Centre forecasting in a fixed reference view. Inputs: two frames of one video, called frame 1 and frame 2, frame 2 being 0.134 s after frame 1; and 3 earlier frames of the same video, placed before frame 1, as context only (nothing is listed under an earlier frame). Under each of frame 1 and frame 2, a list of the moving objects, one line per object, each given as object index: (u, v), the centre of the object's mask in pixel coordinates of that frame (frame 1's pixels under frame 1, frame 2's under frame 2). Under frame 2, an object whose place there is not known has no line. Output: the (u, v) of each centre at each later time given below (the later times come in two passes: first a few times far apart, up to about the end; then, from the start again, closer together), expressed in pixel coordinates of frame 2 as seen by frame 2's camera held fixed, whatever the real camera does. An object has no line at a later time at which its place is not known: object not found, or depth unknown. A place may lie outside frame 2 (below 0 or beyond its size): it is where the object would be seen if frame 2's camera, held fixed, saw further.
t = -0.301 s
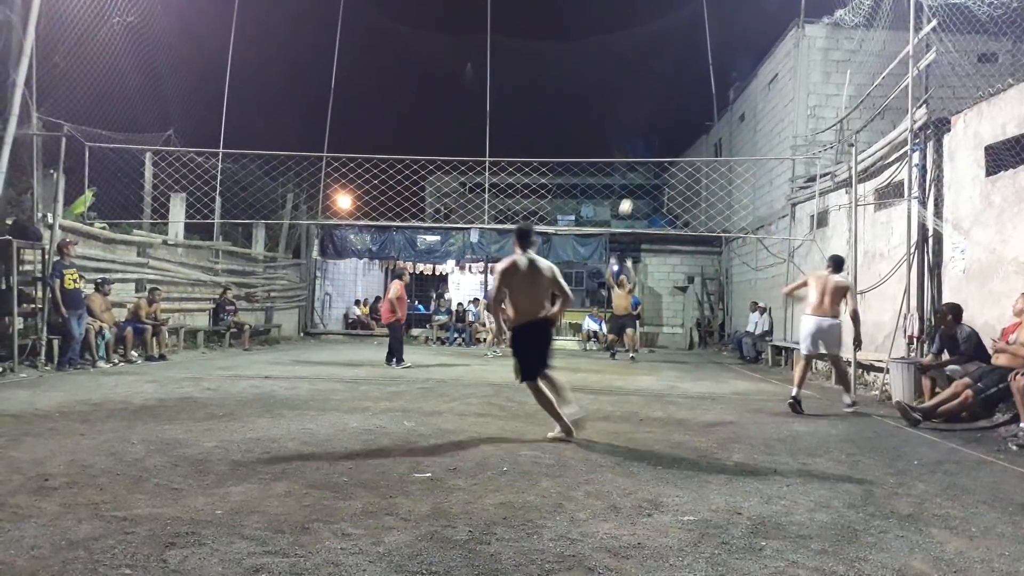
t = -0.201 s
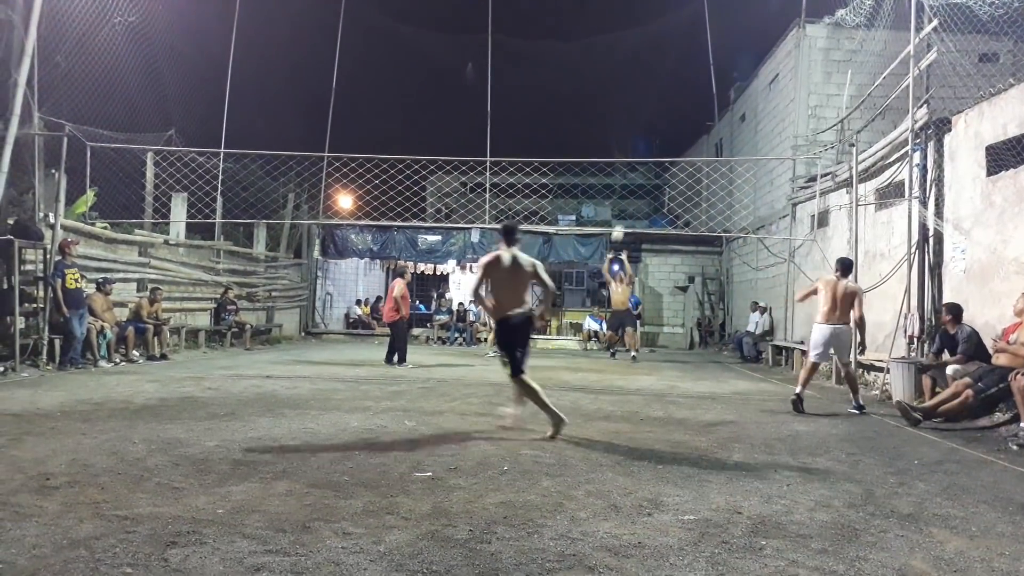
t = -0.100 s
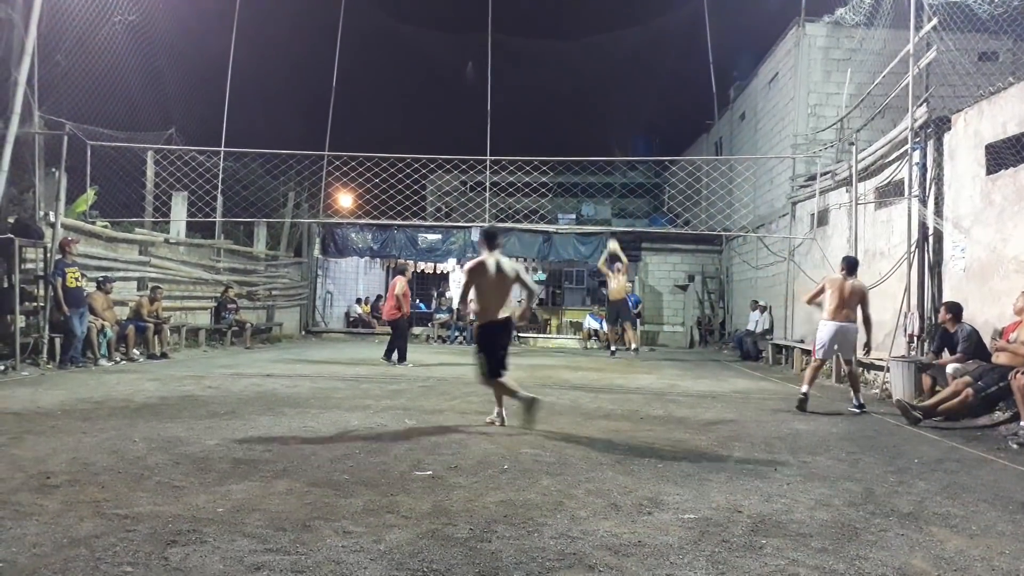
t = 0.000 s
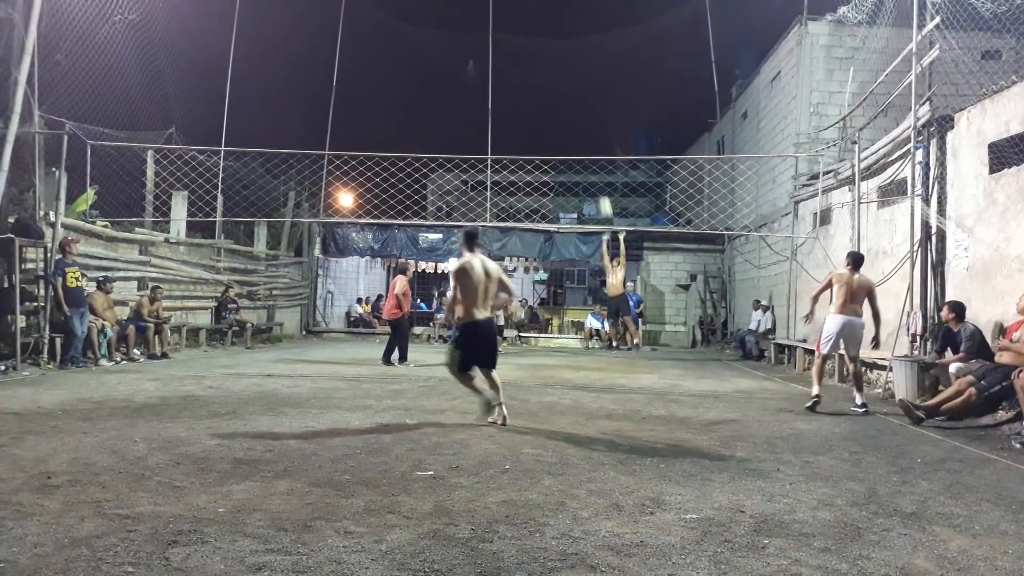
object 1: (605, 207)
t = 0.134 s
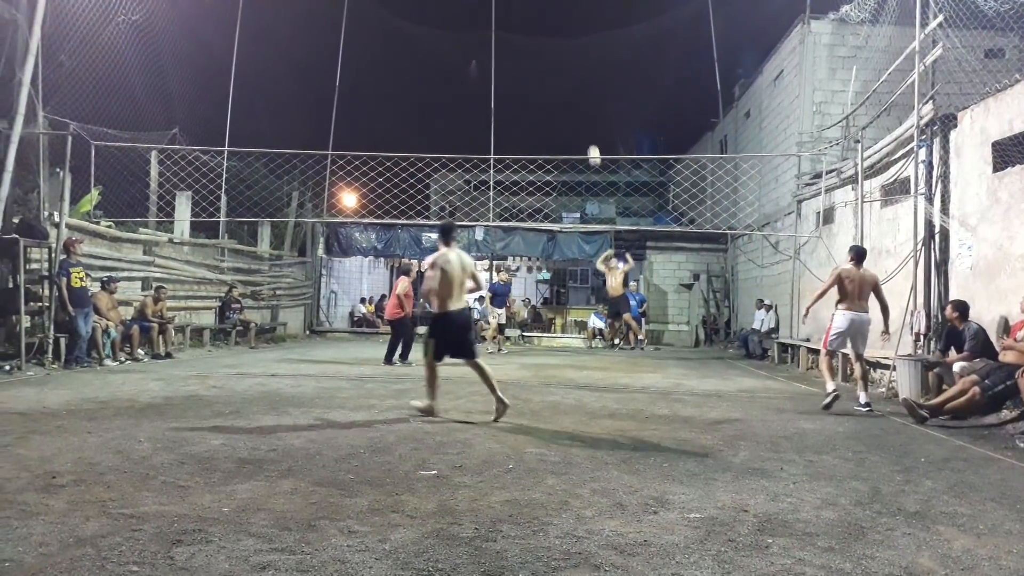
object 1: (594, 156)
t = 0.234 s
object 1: (584, 123)
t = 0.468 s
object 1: (558, 65)
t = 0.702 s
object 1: (530, 35)
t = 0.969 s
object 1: (493, 37)
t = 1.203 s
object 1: (457, 76)
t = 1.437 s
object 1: (418, 151)
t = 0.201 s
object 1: (587, 133)
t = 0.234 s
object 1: (584, 123)
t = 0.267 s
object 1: (580, 113)
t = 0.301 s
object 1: (576, 103)
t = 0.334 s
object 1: (573, 94)
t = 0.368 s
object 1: (569, 86)
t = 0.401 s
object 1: (565, 79)
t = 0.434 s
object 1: (562, 71)
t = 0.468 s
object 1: (558, 65)
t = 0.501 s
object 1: (554, 58)
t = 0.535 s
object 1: (550, 53)
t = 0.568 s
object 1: (546, 48)
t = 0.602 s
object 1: (542, 44)
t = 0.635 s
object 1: (538, 40)
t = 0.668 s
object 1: (534, 37)
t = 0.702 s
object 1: (530, 35)
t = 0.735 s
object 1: (526, 33)
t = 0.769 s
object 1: (521, 32)
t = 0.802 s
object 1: (517, 31)
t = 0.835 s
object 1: (512, 31)
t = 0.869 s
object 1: (508, 31)
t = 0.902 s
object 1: (503, 33)
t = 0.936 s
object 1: (498, 35)
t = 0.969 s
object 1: (493, 37)
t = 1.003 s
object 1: (488, 41)
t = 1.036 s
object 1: (483, 44)
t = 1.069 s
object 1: (478, 49)
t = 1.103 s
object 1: (473, 55)
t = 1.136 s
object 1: (468, 62)
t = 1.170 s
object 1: (463, 68)
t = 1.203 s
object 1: (457, 76)
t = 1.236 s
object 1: (452, 85)
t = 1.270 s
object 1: (446, 94)
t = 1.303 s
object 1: (441, 104)
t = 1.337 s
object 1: (435, 115)
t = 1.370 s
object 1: (429, 126)
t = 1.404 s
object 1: (424, 138)
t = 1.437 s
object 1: (418, 151)
